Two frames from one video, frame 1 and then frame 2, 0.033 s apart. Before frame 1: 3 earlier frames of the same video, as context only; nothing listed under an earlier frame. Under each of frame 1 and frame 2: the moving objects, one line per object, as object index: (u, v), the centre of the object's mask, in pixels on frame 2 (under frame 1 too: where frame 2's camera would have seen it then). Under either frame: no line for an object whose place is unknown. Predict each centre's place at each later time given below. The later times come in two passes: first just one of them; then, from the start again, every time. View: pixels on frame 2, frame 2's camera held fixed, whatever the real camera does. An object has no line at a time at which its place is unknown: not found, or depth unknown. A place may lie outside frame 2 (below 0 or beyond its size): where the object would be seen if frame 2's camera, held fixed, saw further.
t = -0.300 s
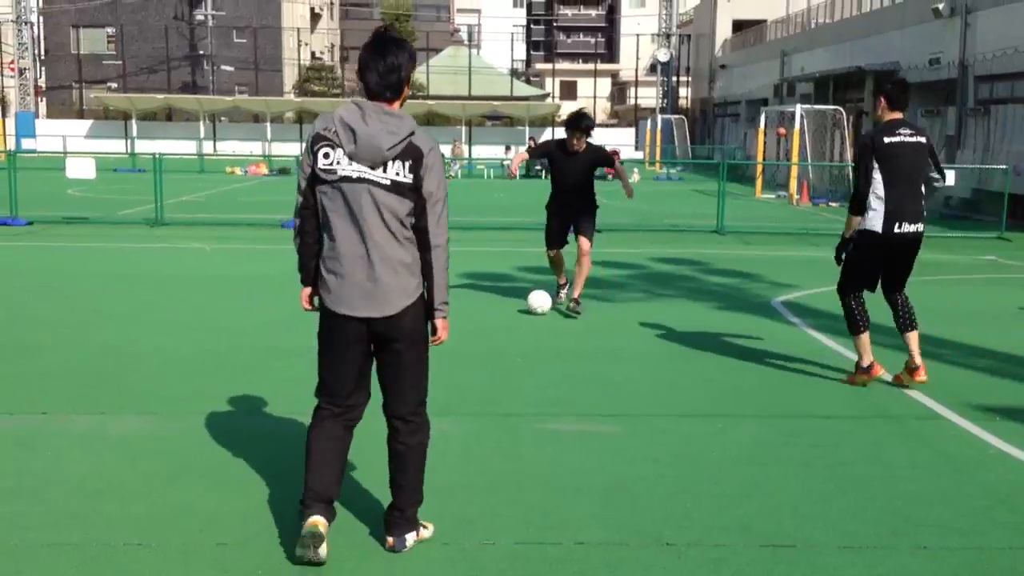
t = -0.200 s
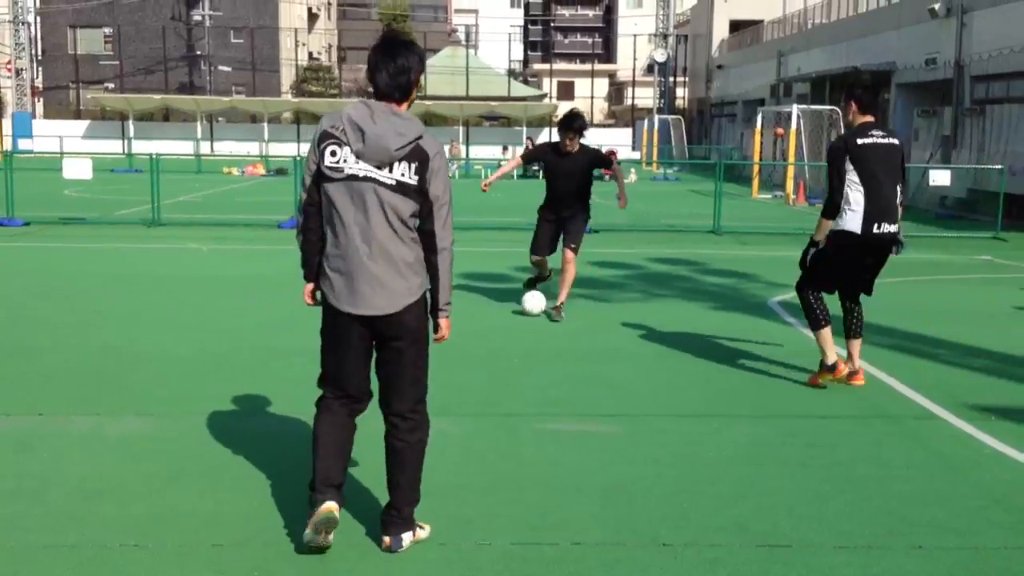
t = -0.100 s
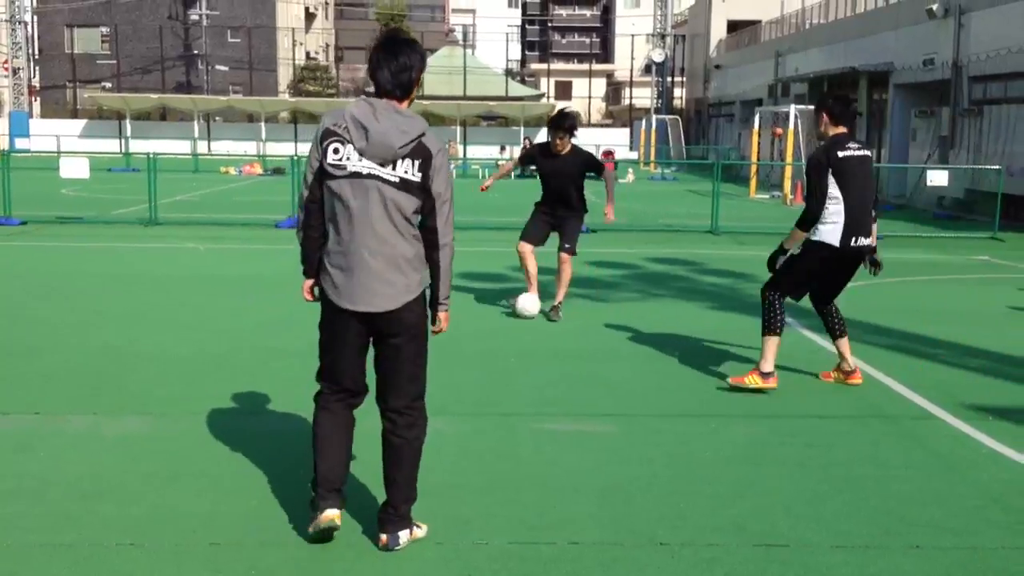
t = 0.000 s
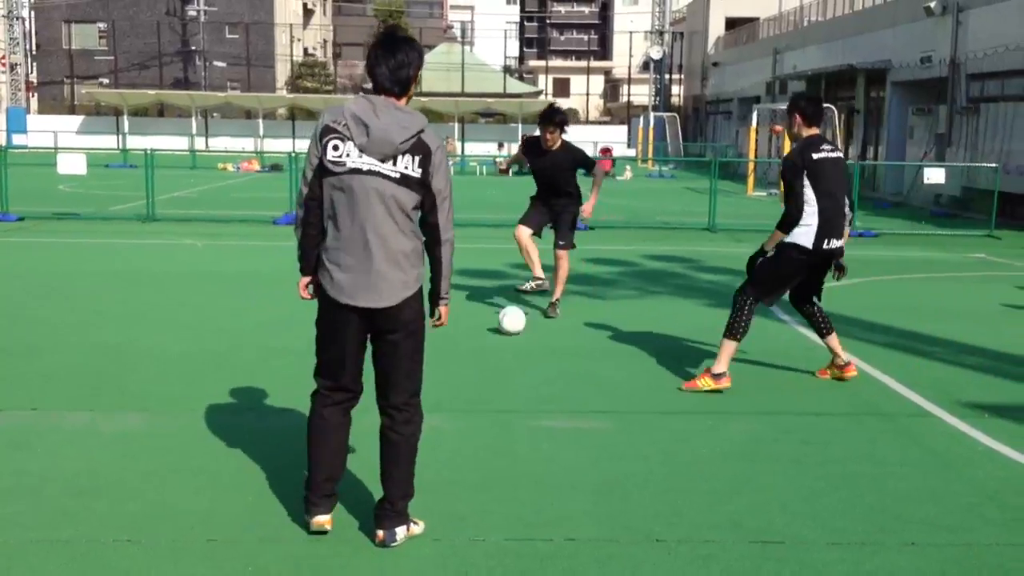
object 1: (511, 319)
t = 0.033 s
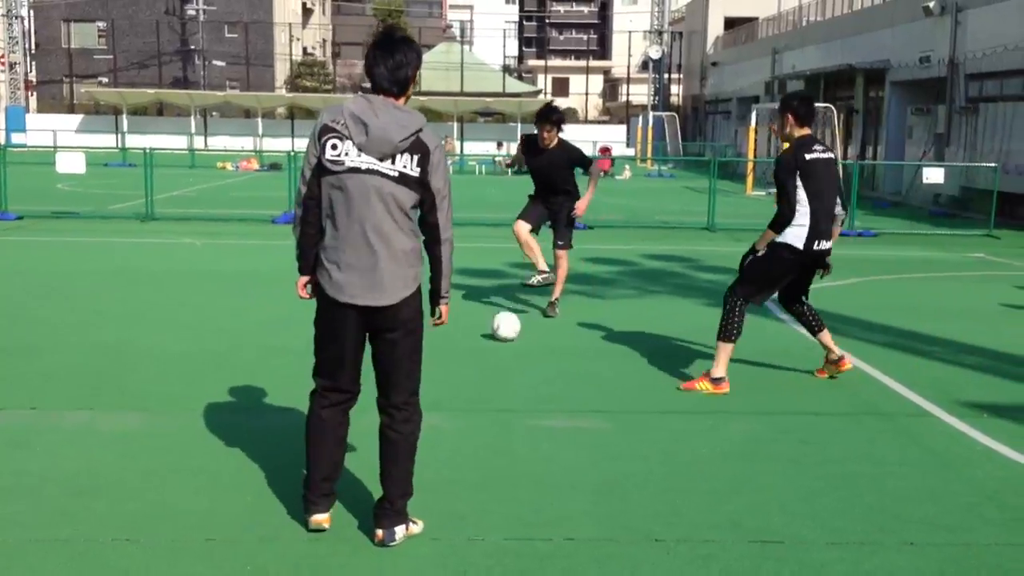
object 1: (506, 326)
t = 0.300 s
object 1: (466, 391)
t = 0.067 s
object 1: (502, 332)
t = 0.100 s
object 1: (497, 339)
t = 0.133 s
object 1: (492, 347)
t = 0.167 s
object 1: (487, 356)
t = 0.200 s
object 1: (482, 364)
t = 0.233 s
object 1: (477, 373)
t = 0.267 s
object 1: (472, 382)
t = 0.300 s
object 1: (466, 391)
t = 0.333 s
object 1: (460, 402)
